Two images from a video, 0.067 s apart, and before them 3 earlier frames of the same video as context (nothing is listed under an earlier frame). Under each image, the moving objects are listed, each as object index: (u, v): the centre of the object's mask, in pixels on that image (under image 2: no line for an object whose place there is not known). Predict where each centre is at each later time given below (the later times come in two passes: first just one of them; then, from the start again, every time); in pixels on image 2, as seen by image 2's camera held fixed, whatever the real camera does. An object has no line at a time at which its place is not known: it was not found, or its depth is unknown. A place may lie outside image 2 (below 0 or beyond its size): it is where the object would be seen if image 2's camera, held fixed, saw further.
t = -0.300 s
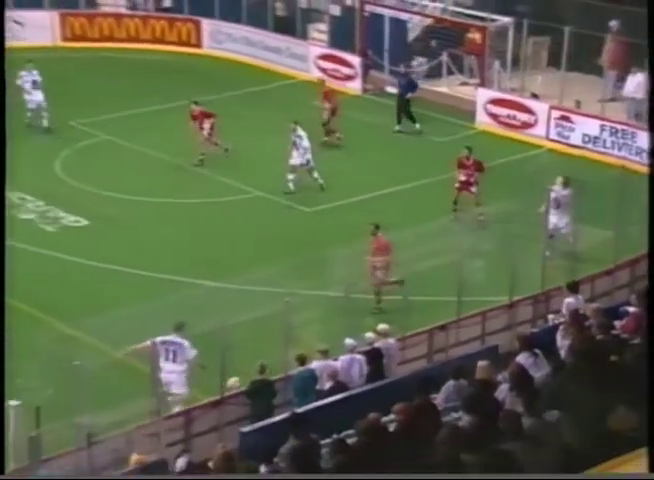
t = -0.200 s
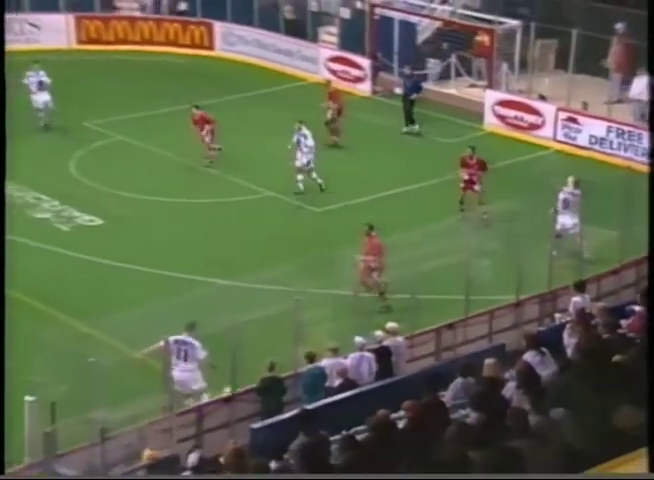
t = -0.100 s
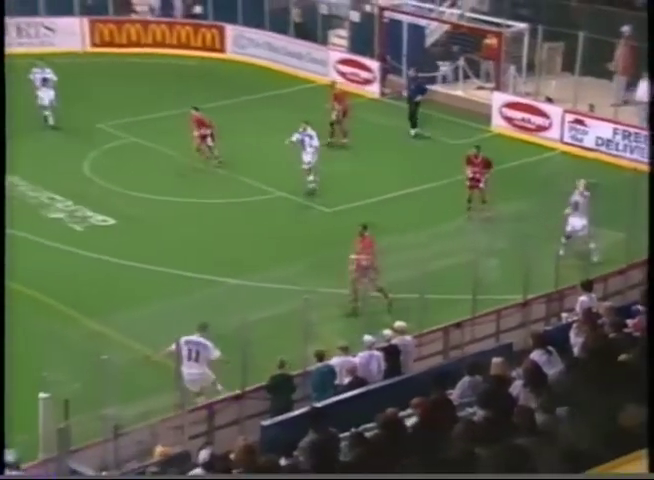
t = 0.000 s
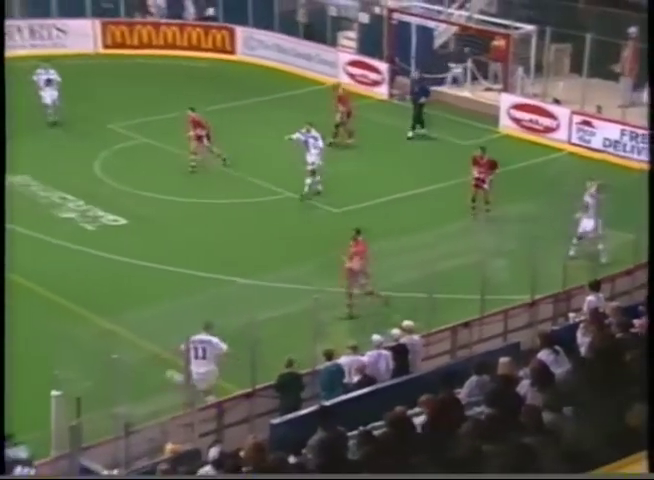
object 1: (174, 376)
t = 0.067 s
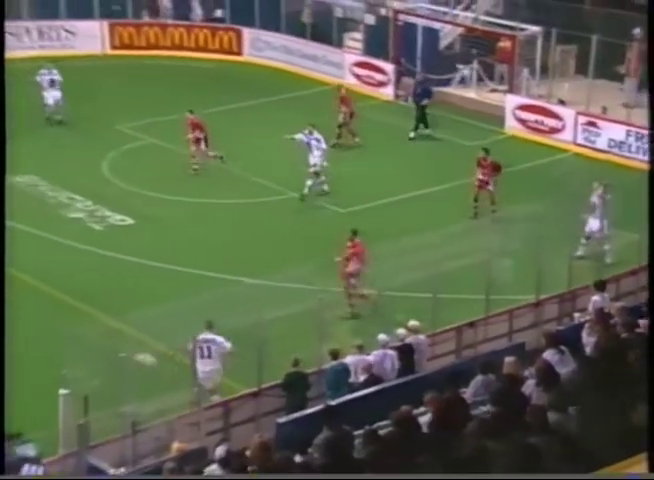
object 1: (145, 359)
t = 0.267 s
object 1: (48, 332)
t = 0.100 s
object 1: (128, 352)
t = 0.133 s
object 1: (112, 347)
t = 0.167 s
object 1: (93, 343)
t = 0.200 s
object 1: (79, 338)
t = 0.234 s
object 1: (63, 336)
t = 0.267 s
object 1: (48, 332)
